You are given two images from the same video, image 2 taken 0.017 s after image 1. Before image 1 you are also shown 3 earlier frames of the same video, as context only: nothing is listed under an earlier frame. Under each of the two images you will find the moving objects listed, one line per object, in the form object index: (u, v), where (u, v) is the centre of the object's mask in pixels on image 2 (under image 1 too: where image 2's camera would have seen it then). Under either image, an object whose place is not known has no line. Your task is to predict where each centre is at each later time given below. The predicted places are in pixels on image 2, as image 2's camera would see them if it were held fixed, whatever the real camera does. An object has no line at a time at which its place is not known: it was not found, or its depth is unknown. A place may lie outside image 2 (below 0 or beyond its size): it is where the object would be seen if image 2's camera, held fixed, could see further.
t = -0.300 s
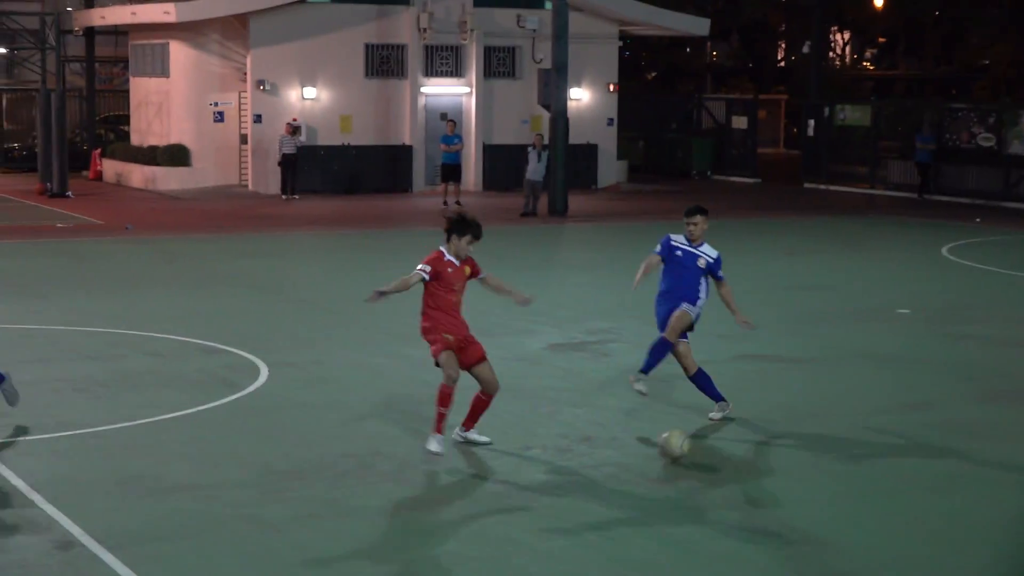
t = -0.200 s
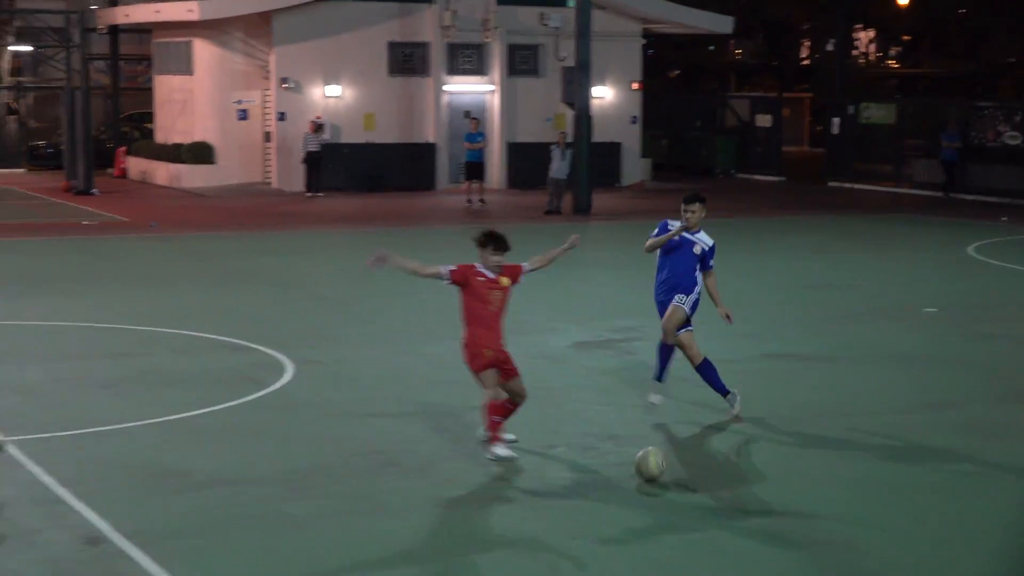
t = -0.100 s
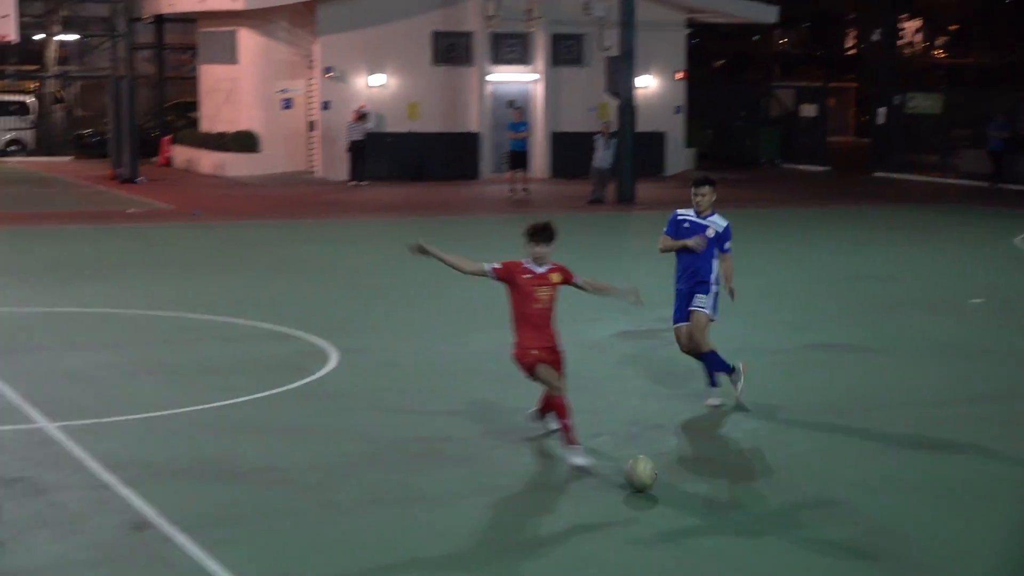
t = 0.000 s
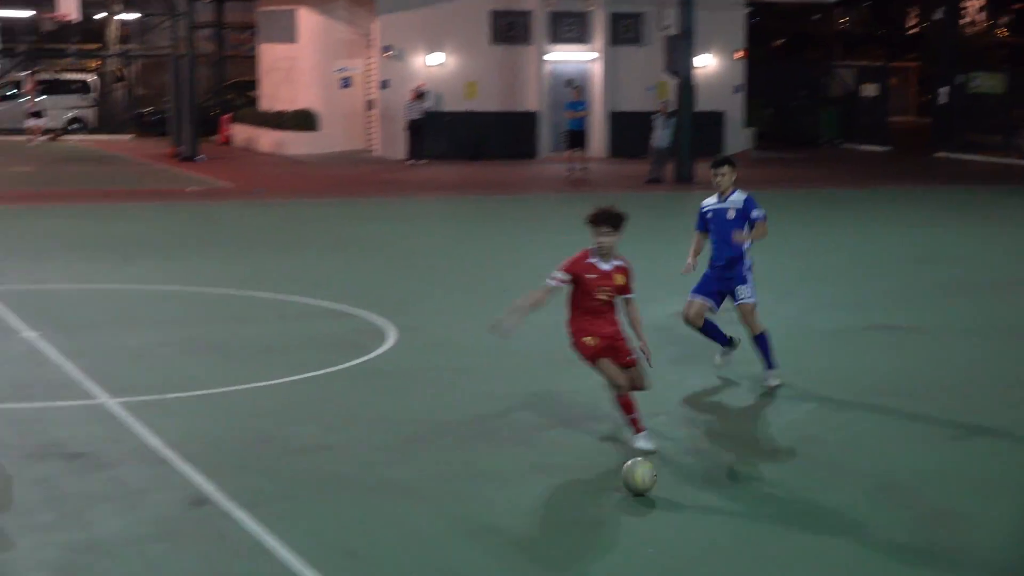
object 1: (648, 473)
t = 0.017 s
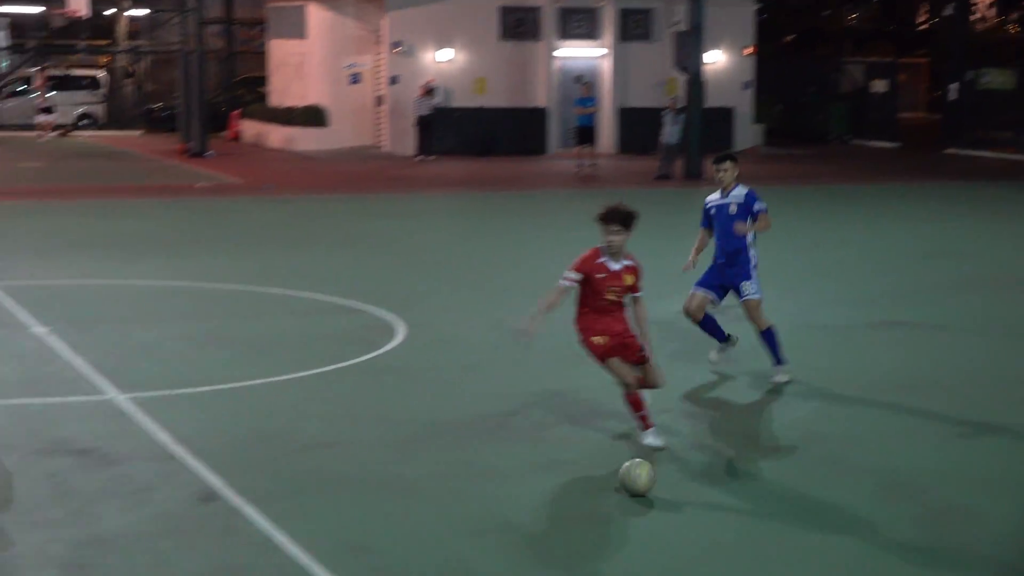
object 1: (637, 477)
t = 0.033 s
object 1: (625, 481)
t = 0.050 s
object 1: (614, 484)
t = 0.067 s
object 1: (602, 487)
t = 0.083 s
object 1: (590, 492)
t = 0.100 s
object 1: (578, 497)
